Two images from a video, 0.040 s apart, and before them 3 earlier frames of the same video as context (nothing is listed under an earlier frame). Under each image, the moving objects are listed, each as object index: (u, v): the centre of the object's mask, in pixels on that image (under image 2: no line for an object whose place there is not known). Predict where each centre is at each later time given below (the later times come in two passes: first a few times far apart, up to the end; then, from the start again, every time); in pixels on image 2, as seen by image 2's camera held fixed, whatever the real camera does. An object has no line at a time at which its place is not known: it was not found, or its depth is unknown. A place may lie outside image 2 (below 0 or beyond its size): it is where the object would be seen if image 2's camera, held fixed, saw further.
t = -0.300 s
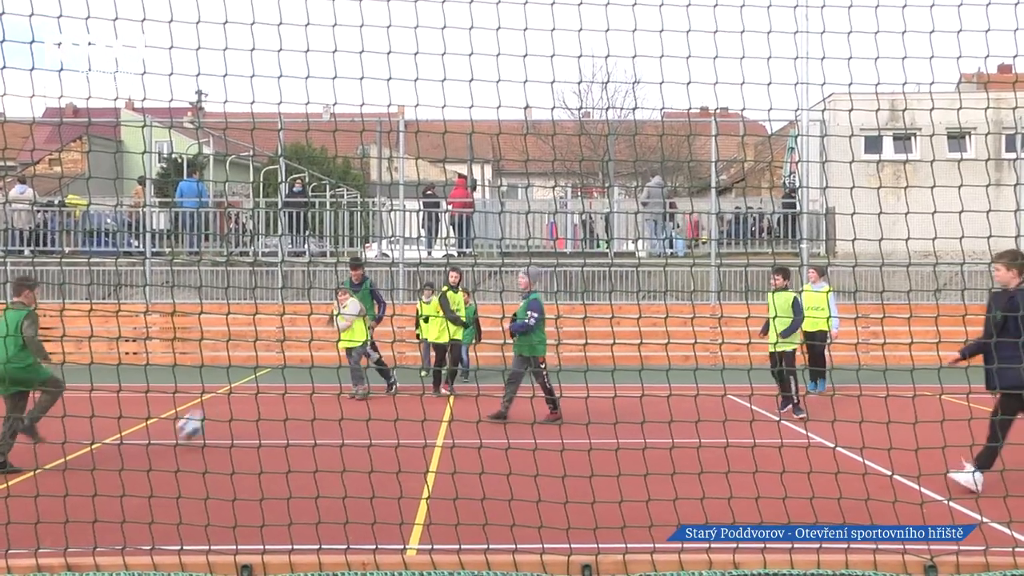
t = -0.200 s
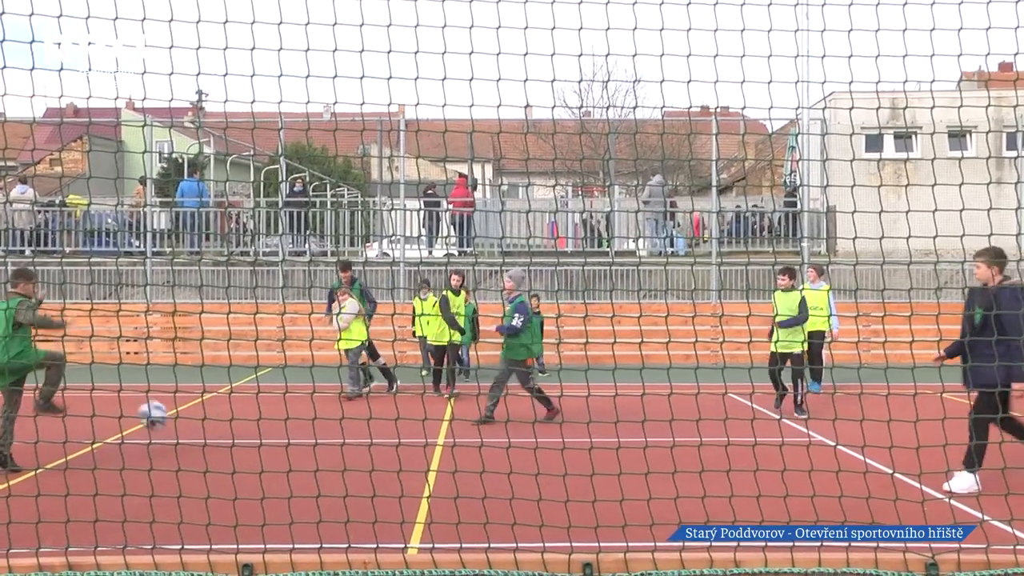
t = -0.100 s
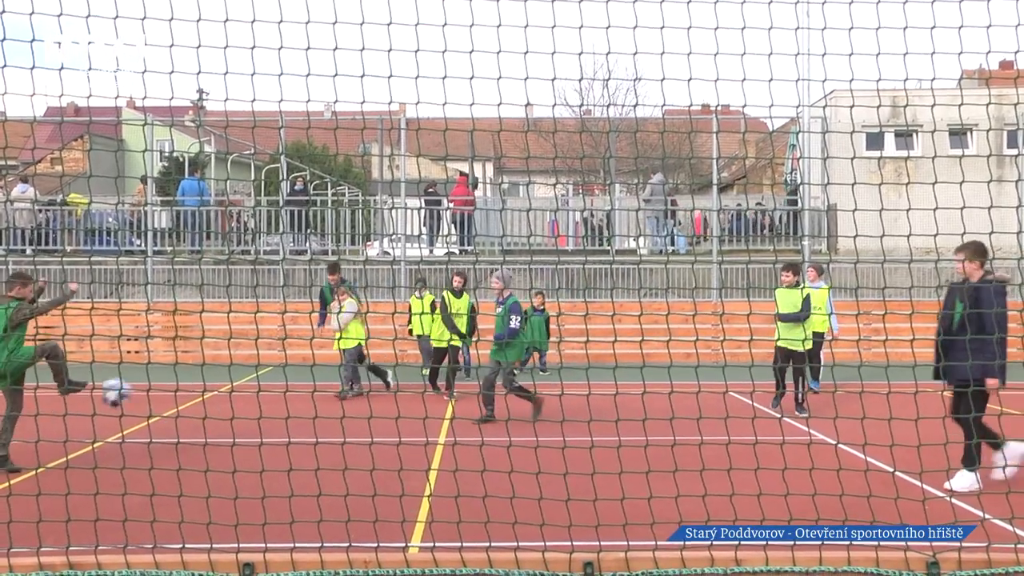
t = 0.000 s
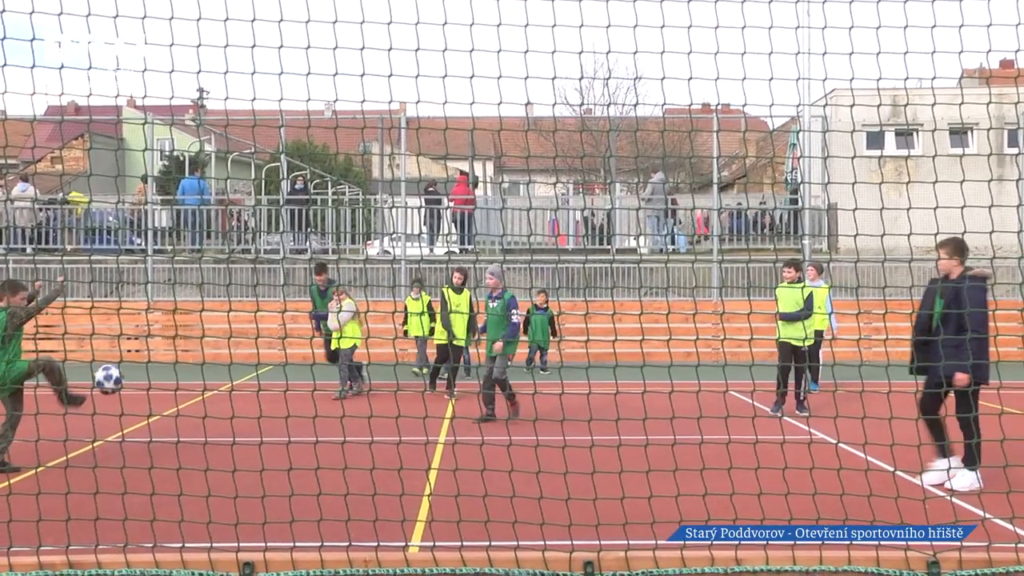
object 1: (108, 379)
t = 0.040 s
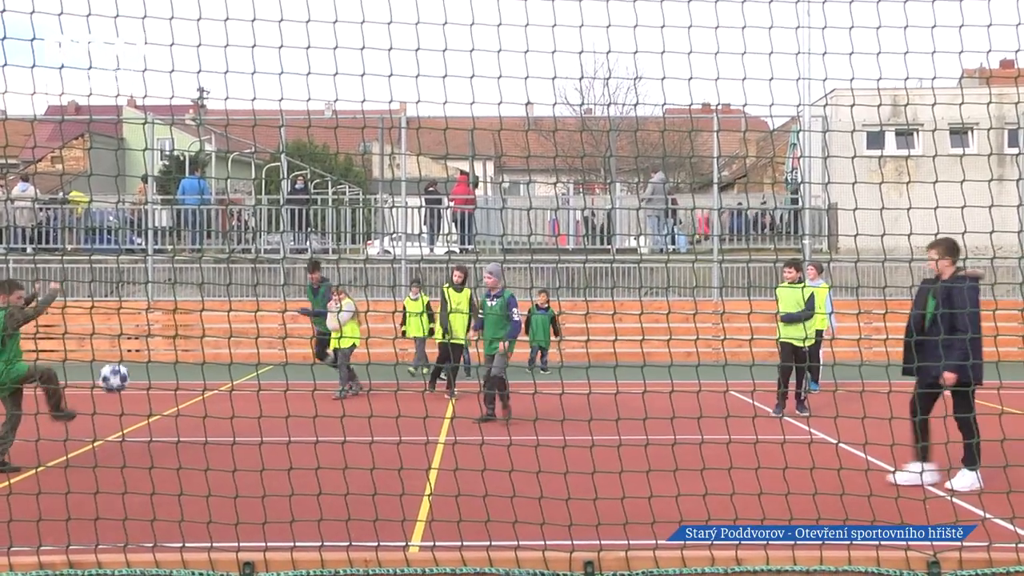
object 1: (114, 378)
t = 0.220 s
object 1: (139, 399)
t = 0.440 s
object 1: (168, 464)
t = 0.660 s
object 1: (182, 433)
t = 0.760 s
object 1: (188, 442)
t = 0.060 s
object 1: (116, 378)
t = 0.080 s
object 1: (118, 379)
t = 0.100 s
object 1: (121, 380)
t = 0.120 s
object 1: (124, 382)
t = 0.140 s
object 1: (127, 385)
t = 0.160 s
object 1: (130, 388)
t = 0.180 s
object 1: (133, 391)
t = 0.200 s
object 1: (136, 395)
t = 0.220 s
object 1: (139, 399)
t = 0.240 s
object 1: (141, 404)
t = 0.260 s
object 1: (144, 410)
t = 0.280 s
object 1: (147, 416)
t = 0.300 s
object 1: (150, 424)
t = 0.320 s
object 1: (153, 431)
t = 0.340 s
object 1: (156, 440)
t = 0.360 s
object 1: (160, 449)
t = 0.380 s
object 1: (162, 458)
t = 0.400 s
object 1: (165, 471)
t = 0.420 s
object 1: (167, 471)
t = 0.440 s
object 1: (168, 464)
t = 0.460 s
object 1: (170, 458)
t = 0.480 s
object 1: (171, 453)
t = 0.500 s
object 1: (172, 449)
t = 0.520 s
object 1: (174, 445)
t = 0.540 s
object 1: (175, 441)
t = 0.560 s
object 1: (176, 439)
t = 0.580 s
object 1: (177, 436)
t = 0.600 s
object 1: (178, 435)
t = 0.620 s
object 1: (179, 434)
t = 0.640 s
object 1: (181, 433)
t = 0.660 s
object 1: (182, 433)
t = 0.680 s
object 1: (183, 434)
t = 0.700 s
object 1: (184, 436)
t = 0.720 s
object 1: (186, 437)
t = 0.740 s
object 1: (187, 439)
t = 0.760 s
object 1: (188, 442)
